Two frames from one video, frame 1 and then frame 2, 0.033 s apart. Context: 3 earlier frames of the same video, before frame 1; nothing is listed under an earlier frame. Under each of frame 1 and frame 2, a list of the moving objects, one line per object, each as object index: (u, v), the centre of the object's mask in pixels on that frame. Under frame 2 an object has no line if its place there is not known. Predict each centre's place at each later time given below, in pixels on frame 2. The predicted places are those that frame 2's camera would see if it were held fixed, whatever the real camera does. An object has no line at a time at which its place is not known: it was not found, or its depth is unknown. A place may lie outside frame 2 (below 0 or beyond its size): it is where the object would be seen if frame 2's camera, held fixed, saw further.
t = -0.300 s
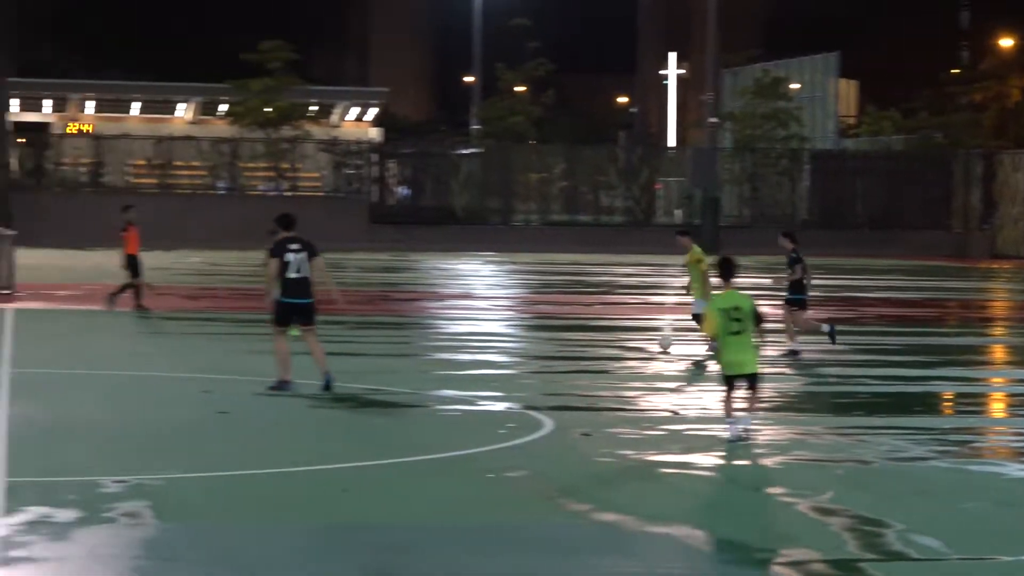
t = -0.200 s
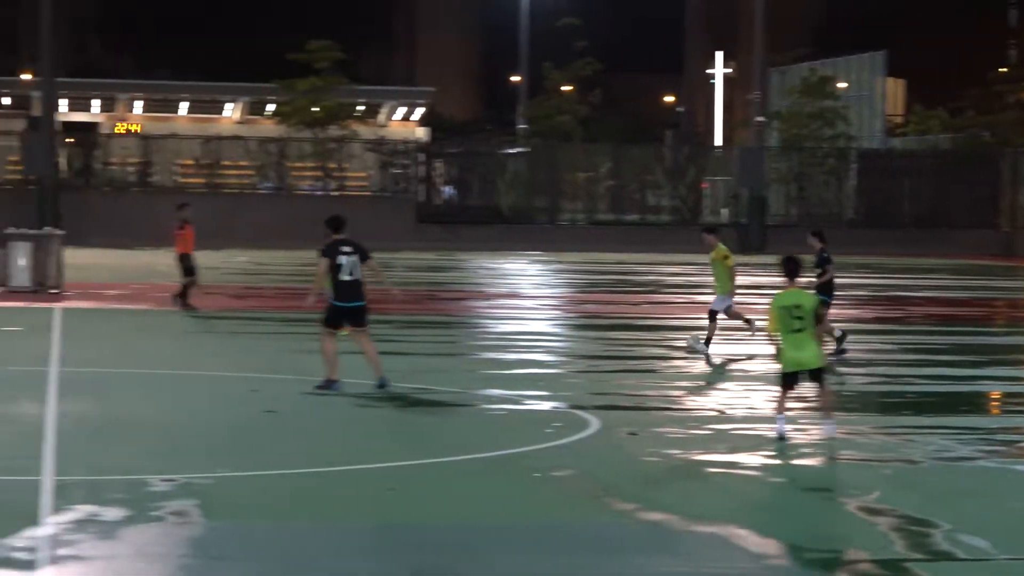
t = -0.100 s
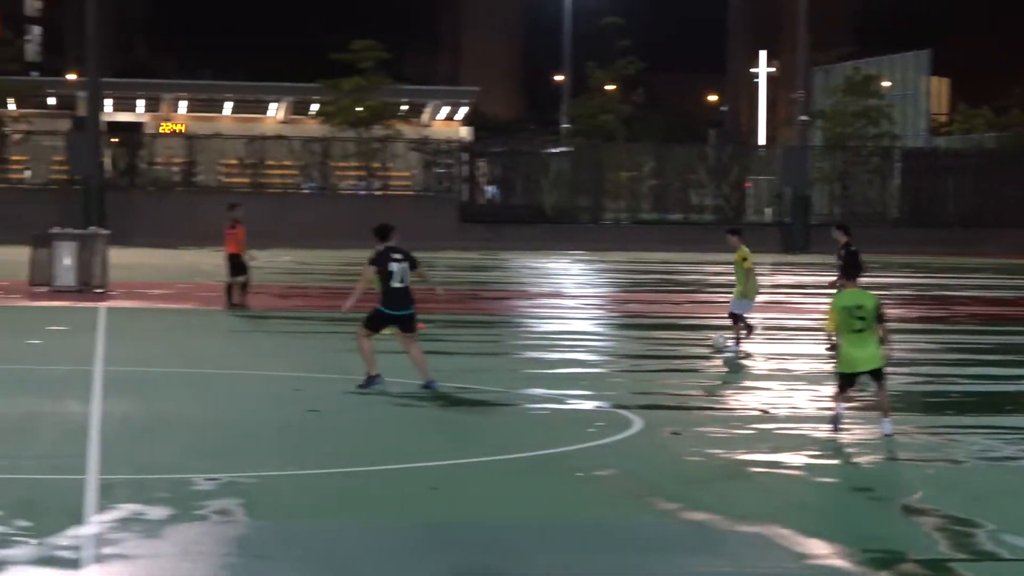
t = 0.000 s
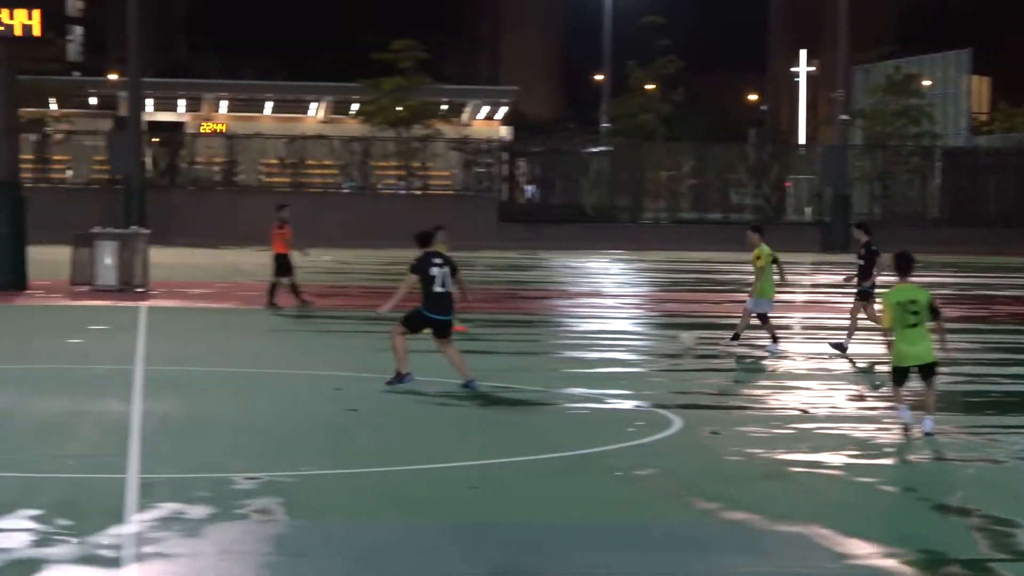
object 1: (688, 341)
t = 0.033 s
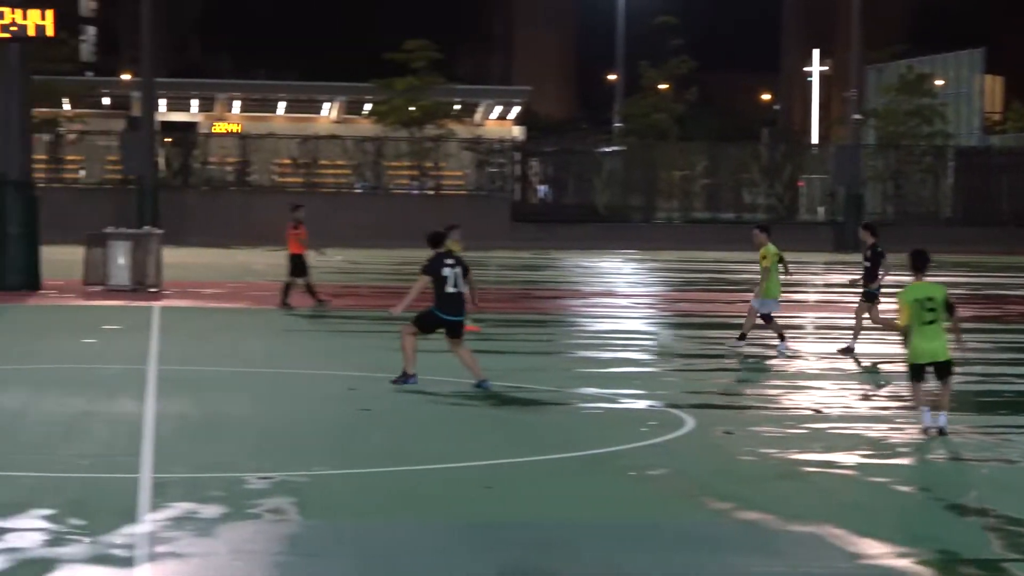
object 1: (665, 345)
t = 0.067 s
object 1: (628, 347)
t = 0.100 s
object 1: (593, 345)
